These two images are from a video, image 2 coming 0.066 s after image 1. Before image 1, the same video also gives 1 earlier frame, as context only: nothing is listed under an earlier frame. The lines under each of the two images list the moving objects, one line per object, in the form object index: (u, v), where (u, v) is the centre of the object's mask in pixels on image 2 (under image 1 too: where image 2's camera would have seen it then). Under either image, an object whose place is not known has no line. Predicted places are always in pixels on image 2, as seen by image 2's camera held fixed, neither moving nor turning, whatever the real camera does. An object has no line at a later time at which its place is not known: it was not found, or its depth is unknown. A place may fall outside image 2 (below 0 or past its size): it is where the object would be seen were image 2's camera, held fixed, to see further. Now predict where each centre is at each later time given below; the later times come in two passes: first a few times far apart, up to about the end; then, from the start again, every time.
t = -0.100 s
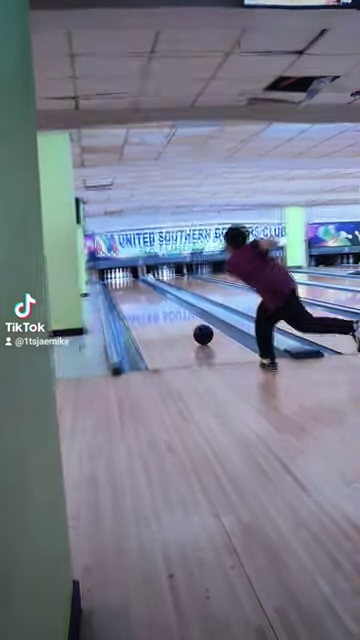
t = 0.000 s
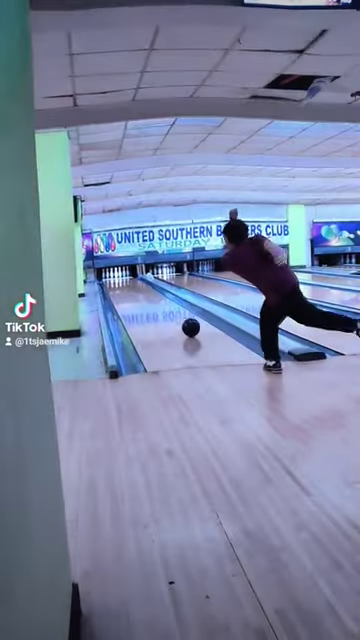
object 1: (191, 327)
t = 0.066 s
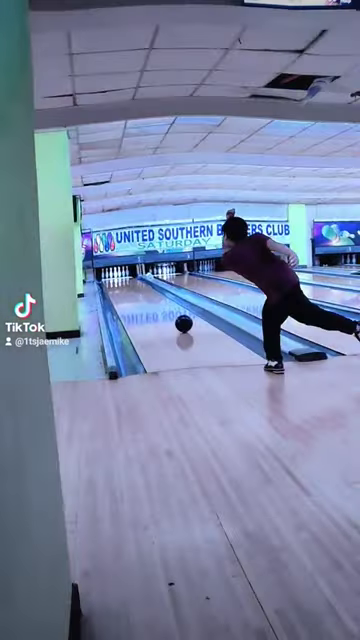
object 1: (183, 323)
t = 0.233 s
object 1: (168, 310)
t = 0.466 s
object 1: (154, 301)
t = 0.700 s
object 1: (144, 294)
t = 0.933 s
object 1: (137, 288)
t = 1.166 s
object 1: (131, 284)
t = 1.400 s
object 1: (126, 282)
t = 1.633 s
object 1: (123, 279)
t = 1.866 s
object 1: (120, 276)
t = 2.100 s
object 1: (118, 273)
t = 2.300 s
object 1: (118, 271)
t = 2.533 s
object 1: (118, 271)
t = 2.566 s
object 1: (118, 271)
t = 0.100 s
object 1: (180, 321)
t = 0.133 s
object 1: (177, 318)
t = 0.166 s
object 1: (174, 315)
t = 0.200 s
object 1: (170, 313)
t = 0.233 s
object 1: (168, 310)
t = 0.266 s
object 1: (165, 309)
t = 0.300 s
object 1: (163, 308)
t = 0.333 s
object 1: (161, 306)
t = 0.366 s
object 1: (159, 305)
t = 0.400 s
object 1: (157, 304)
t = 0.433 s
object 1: (155, 303)
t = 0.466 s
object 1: (154, 301)
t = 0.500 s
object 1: (152, 300)
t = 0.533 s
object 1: (151, 299)
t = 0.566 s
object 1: (149, 298)
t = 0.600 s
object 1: (148, 297)
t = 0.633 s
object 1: (147, 296)
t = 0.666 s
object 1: (145, 296)
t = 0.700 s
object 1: (144, 294)
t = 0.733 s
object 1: (143, 293)
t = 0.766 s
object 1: (142, 292)
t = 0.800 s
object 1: (141, 292)
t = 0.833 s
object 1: (140, 291)
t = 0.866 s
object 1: (139, 290)
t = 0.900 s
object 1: (138, 289)
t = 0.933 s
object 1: (137, 288)
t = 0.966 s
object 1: (136, 288)
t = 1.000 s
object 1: (135, 287)
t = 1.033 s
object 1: (134, 287)
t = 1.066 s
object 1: (133, 286)
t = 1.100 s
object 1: (133, 285)
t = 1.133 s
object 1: (132, 285)
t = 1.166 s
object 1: (131, 284)
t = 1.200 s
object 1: (131, 284)
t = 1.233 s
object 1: (130, 284)
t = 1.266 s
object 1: (130, 283)
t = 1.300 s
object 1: (129, 283)
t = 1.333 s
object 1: (128, 282)
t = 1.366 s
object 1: (128, 282)
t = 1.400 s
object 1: (126, 282)
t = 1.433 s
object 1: (126, 281)
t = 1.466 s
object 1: (125, 281)
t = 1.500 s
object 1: (125, 280)
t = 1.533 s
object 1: (125, 280)
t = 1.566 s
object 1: (125, 280)
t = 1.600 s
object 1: (124, 279)
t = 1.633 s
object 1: (123, 279)
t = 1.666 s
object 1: (123, 279)
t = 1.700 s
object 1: (122, 278)
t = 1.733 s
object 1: (122, 278)
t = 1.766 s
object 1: (121, 277)
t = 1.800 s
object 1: (121, 277)
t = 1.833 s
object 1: (120, 276)
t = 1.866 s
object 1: (120, 276)
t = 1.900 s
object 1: (119, 275)
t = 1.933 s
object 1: (119, 275)
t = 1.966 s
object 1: (118, 275)
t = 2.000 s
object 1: (118, 275)
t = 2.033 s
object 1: (118, 274)
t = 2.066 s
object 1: (118, 273)
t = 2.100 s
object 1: (118, 273)
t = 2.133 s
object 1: (118, 273)
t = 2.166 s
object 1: (117, 273)
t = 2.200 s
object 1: (117, 273)
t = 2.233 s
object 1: (117, 272)
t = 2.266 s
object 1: (118, 272)
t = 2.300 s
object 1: (118, 271)
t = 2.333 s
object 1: (118, 272)
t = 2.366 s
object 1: (117, 272)
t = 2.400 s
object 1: (118, 272)
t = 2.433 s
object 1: (118, 271)
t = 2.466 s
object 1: (118, 271)
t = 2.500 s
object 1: (117, 271)
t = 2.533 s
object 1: (118, 271)
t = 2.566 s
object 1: (118, 271)
